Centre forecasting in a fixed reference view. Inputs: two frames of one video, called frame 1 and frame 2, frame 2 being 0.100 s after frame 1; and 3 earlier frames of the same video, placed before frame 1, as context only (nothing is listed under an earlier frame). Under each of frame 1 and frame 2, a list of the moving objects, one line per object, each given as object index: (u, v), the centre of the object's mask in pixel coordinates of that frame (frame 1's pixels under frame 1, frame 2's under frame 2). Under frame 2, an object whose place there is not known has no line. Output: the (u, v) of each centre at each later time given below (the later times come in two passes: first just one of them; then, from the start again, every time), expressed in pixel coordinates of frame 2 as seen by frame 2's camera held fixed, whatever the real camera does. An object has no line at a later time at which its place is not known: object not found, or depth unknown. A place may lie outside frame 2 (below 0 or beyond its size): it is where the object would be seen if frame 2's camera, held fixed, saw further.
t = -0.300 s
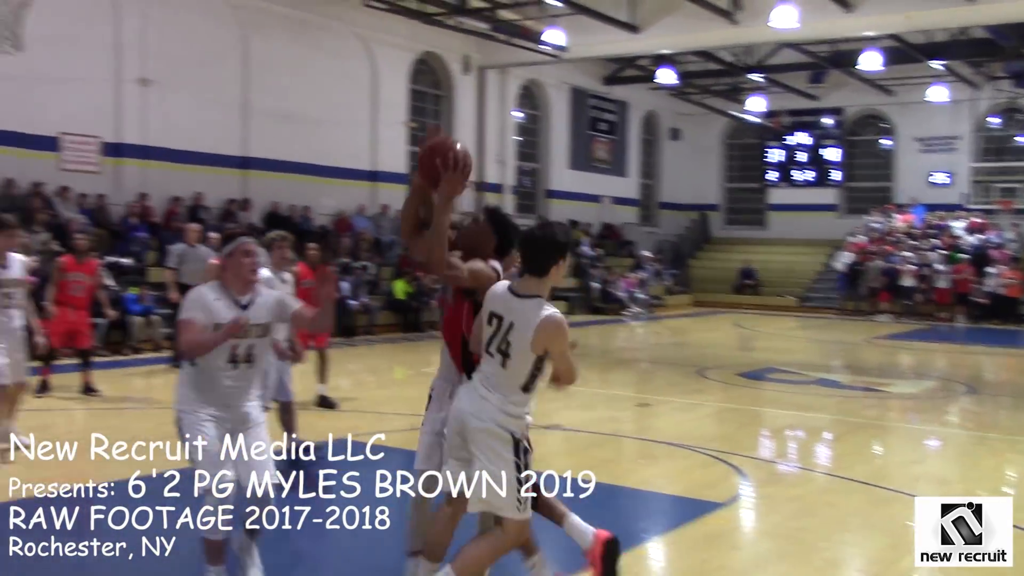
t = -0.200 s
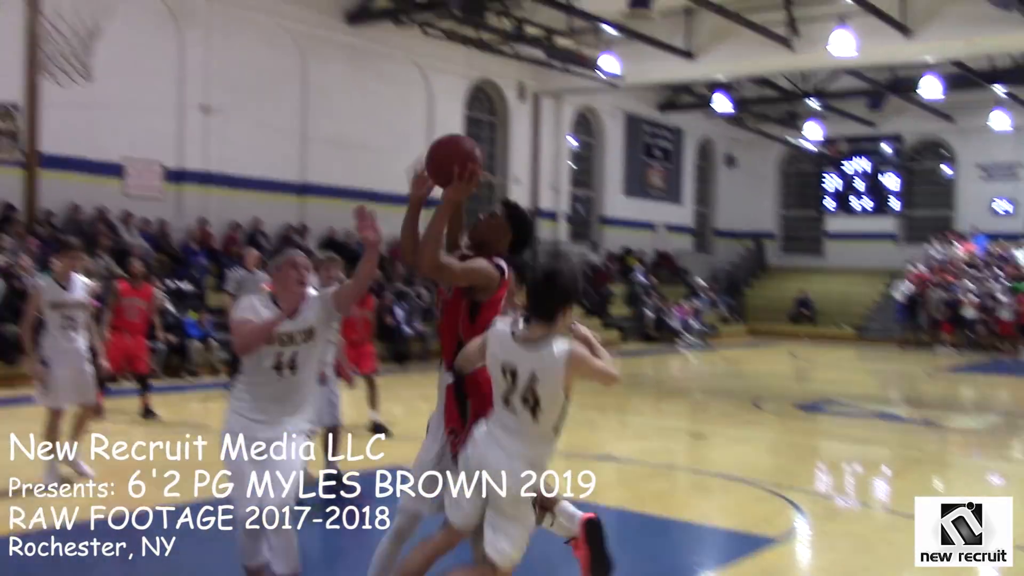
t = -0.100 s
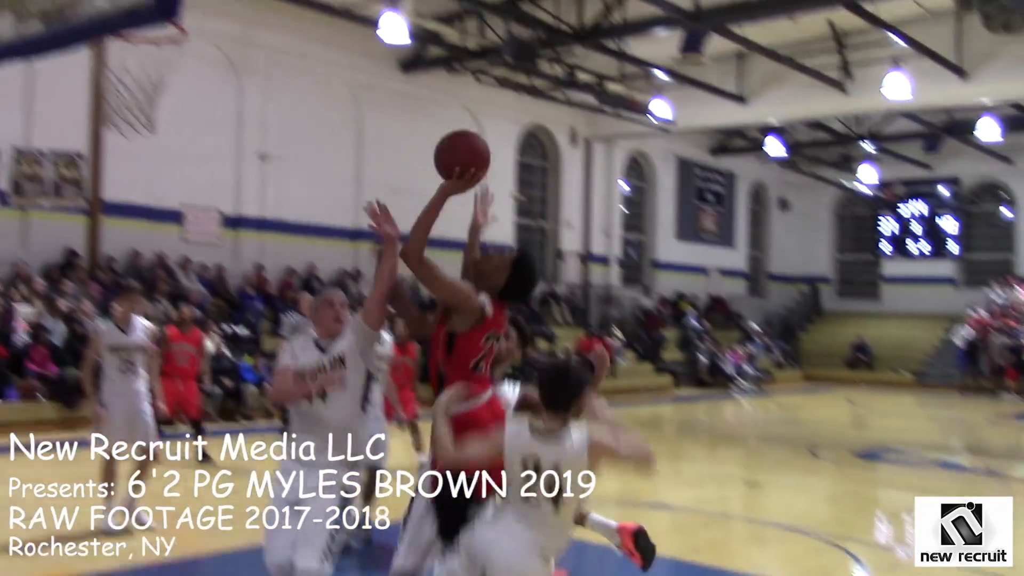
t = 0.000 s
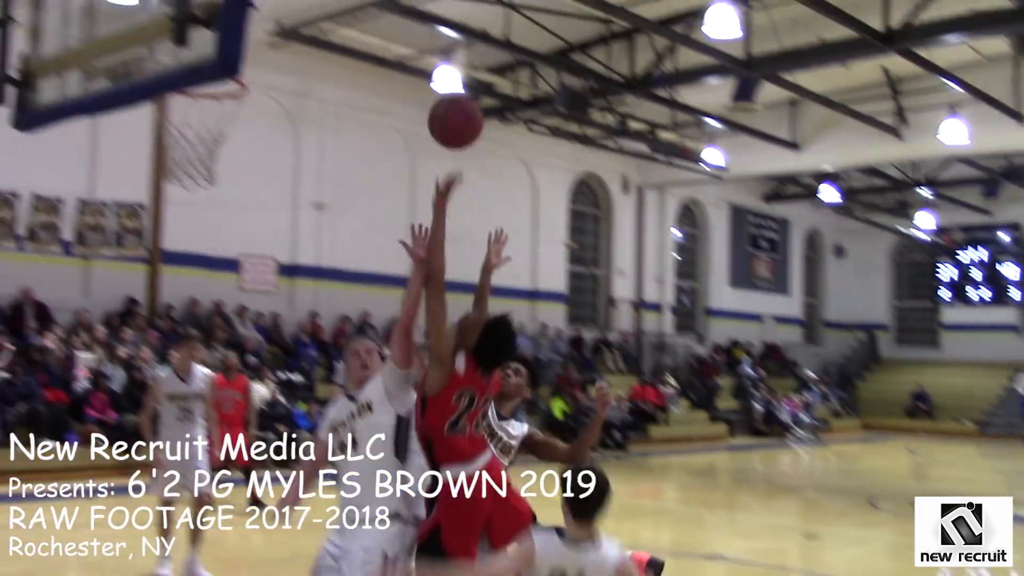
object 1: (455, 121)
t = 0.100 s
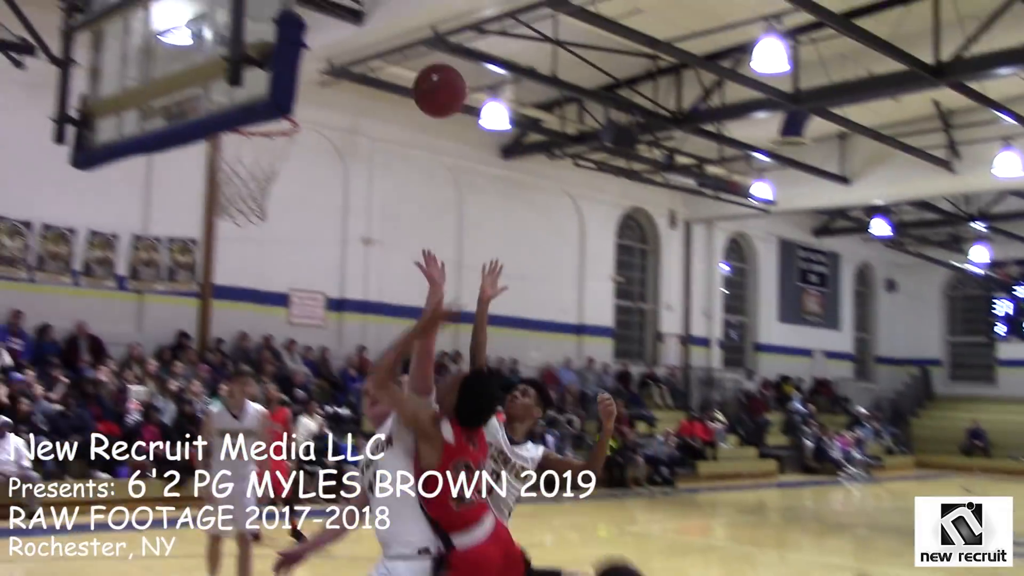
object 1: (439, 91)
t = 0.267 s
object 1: (329, 31)
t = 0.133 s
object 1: (416, 74)
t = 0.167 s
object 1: (395, 59)
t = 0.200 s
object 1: (372, 47)
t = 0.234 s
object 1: (351, 38)
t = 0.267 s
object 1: (329, 31)
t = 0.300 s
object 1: (312, 26)
